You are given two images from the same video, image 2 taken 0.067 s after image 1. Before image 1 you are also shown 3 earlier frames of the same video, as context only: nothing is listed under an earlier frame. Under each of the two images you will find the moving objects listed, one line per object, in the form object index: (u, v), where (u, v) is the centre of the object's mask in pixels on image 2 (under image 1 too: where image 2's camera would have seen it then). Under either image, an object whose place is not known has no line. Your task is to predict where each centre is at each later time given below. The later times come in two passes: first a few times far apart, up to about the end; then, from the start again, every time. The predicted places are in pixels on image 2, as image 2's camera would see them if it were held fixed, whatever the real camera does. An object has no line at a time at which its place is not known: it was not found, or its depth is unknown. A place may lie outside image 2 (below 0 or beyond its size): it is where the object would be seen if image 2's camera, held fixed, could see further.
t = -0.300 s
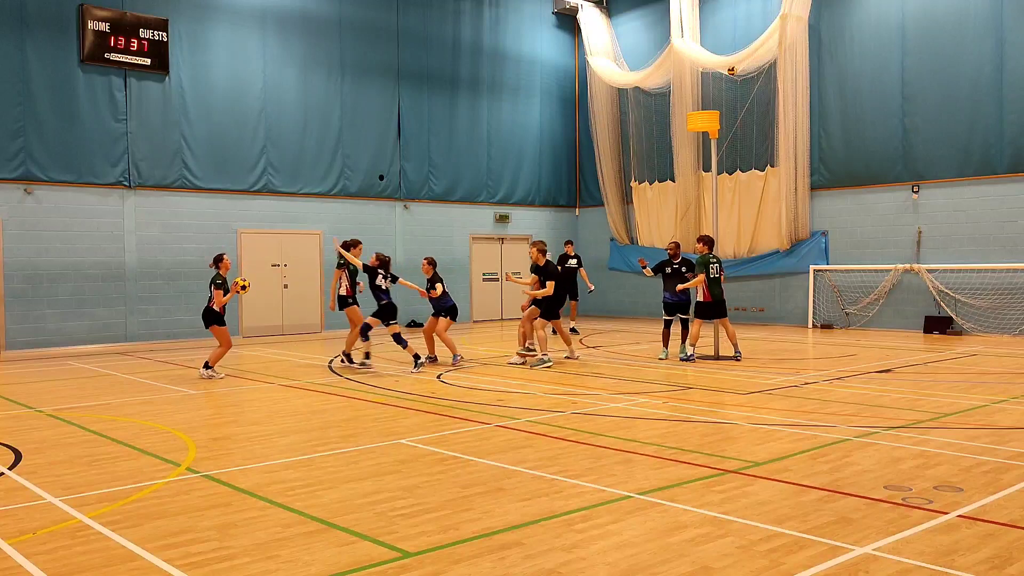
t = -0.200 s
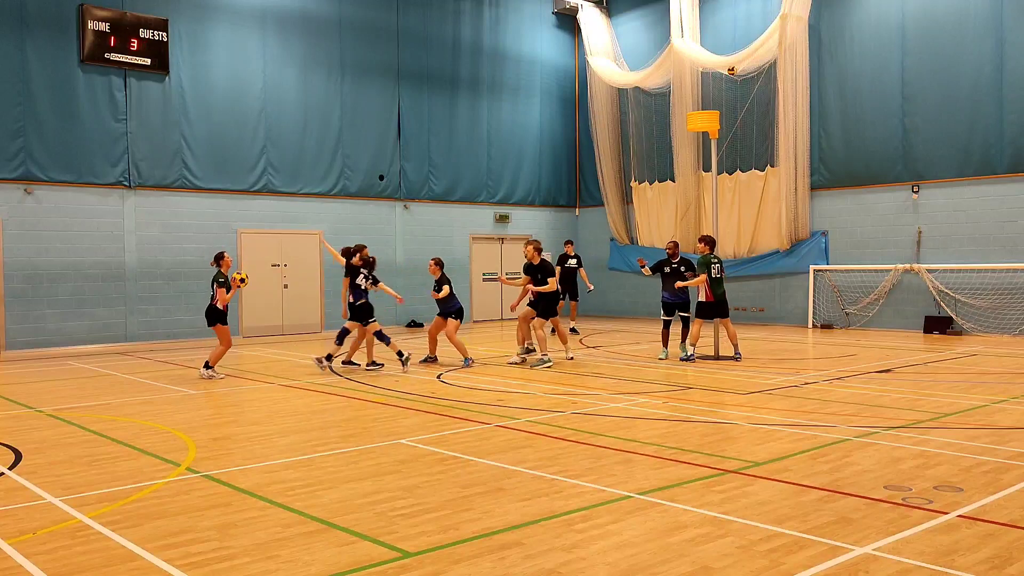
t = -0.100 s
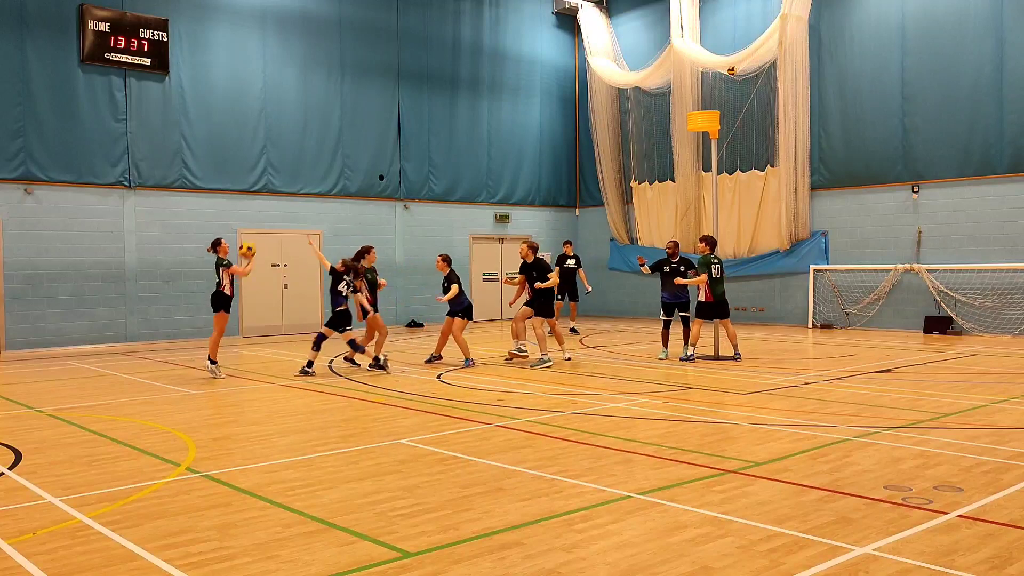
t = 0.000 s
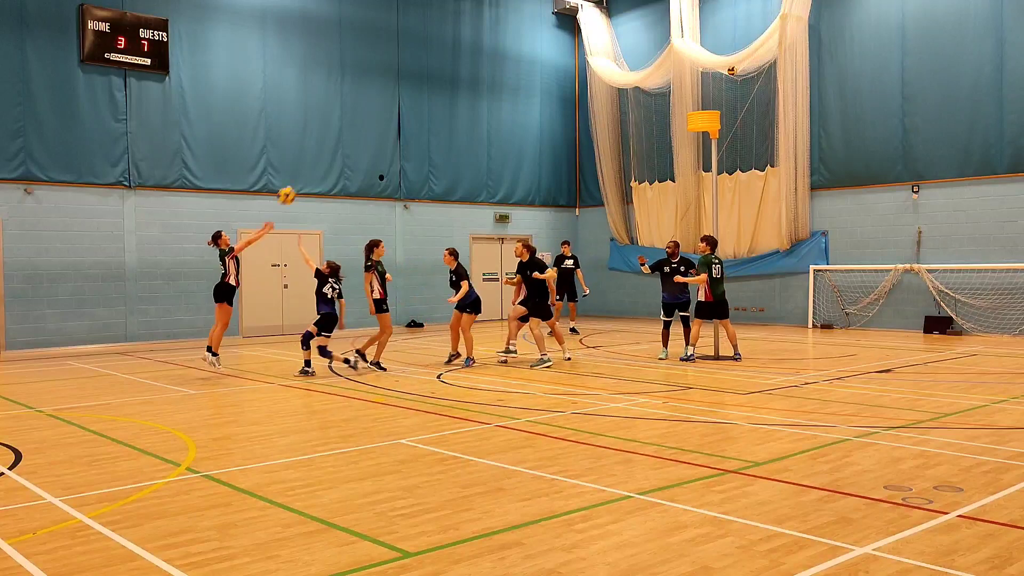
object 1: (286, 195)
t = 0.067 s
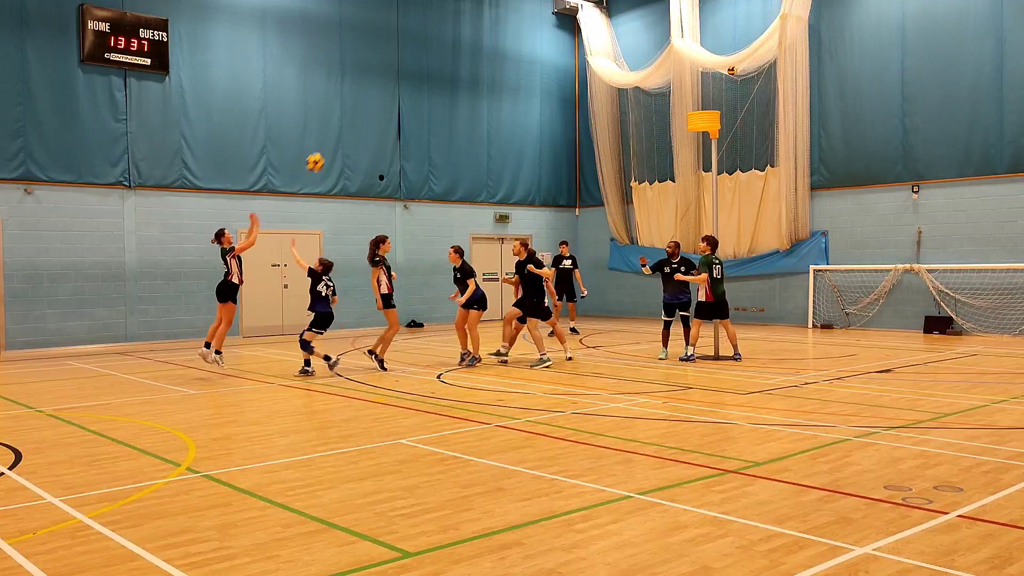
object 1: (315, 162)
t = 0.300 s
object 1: (412, 73)
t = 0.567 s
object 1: (515, 24)
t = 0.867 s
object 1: (624, 33)
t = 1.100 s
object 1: (703, 80)
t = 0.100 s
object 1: (329, 147)
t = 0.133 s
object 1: (343, 132)
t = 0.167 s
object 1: (357, 119)
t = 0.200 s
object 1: (371, 106)
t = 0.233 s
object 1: (385, 94)
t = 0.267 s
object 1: (398, 84)
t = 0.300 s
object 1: (412, 73)
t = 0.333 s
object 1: (425, 64)
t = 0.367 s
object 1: (438, 56)
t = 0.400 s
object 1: (451, 48)
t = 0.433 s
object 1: (464, 42)
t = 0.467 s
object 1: (477, 36)
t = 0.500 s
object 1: (490, 32)
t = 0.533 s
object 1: (502, 28)
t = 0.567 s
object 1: (515, 24)
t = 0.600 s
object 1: (528, 22)
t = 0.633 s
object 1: (540, 21)
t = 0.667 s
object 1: (553, 20)
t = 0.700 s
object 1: (565, 20)
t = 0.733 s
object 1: (575, 21)
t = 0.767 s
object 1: (588, 23)
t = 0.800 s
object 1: (600, 25)
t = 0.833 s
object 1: (612, 29)
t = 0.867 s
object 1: (624, 33)
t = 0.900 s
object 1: (636, 37)
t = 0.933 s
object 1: (647, 43)
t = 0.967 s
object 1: (658, 49)
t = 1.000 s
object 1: (669, 55)
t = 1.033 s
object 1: (681, 64)
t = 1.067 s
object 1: (692, 72)
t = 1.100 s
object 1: (703, 80)
